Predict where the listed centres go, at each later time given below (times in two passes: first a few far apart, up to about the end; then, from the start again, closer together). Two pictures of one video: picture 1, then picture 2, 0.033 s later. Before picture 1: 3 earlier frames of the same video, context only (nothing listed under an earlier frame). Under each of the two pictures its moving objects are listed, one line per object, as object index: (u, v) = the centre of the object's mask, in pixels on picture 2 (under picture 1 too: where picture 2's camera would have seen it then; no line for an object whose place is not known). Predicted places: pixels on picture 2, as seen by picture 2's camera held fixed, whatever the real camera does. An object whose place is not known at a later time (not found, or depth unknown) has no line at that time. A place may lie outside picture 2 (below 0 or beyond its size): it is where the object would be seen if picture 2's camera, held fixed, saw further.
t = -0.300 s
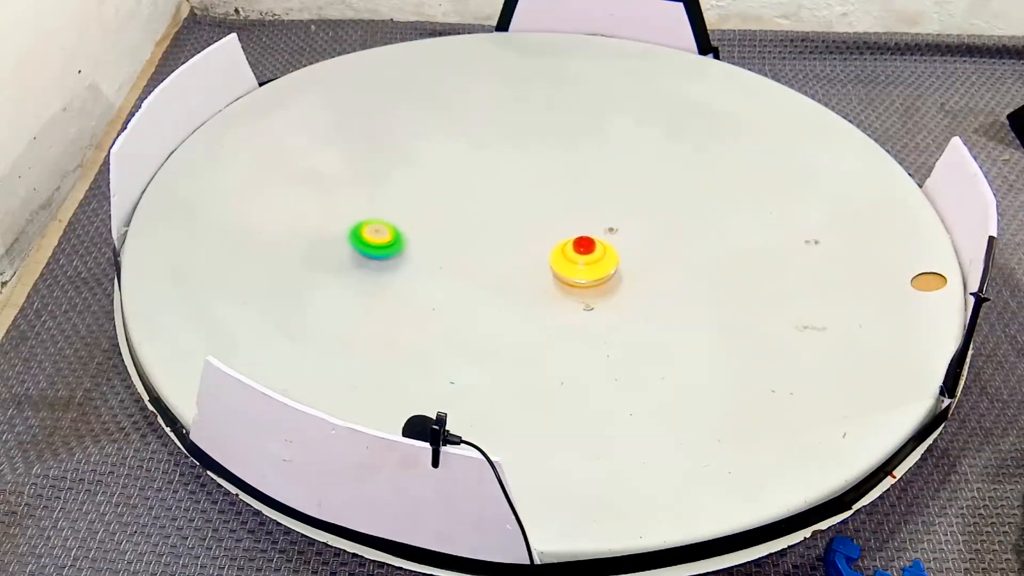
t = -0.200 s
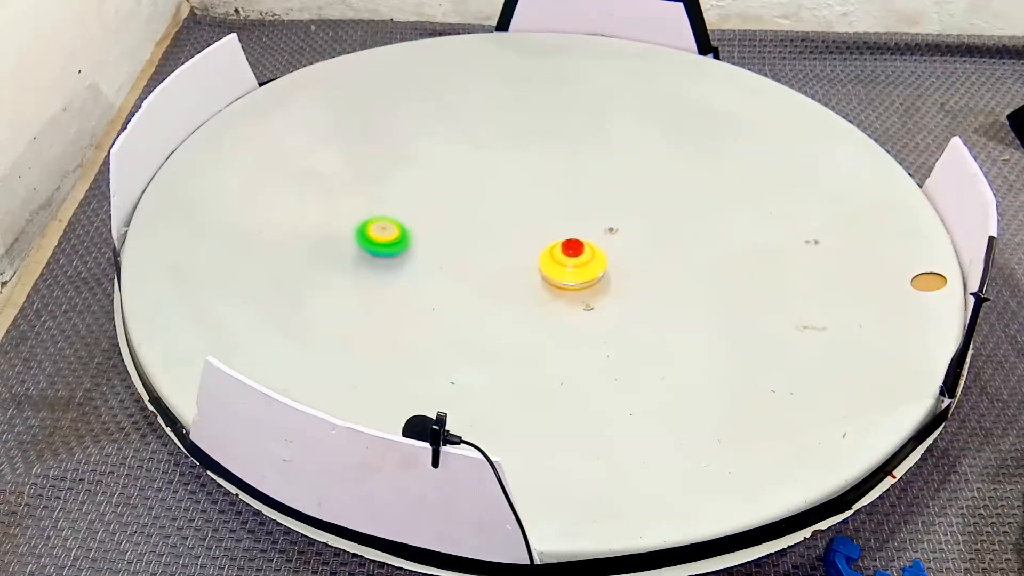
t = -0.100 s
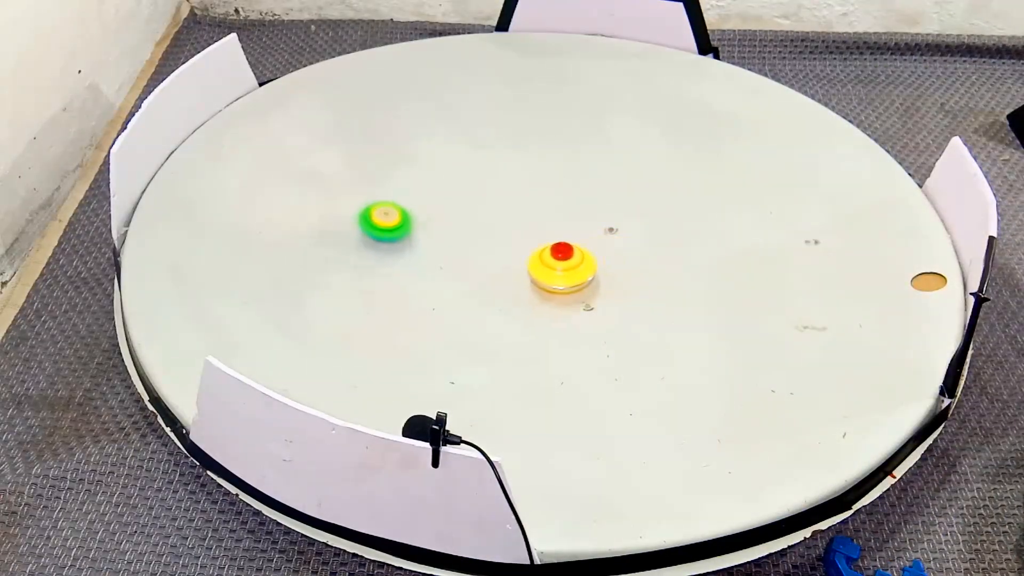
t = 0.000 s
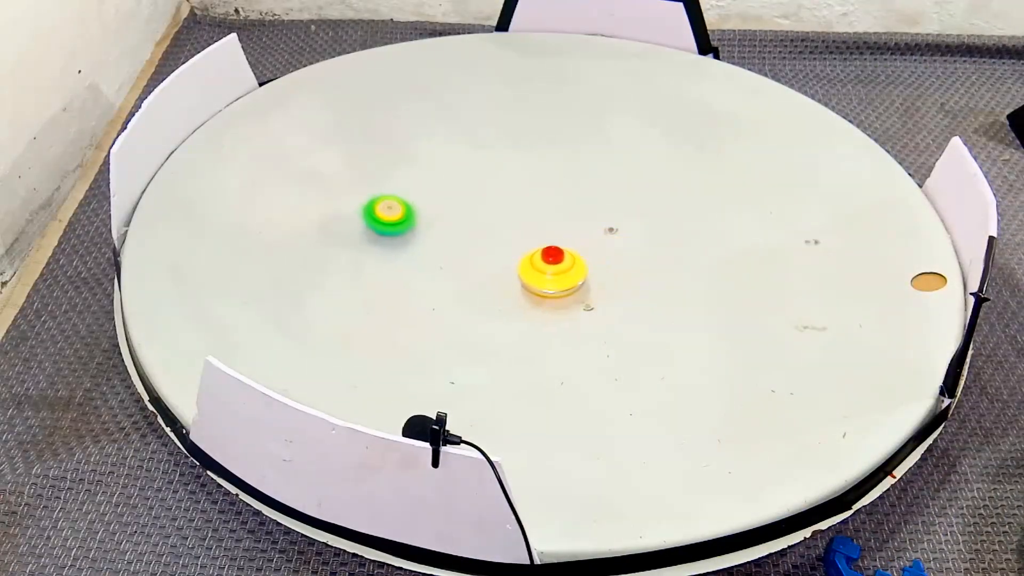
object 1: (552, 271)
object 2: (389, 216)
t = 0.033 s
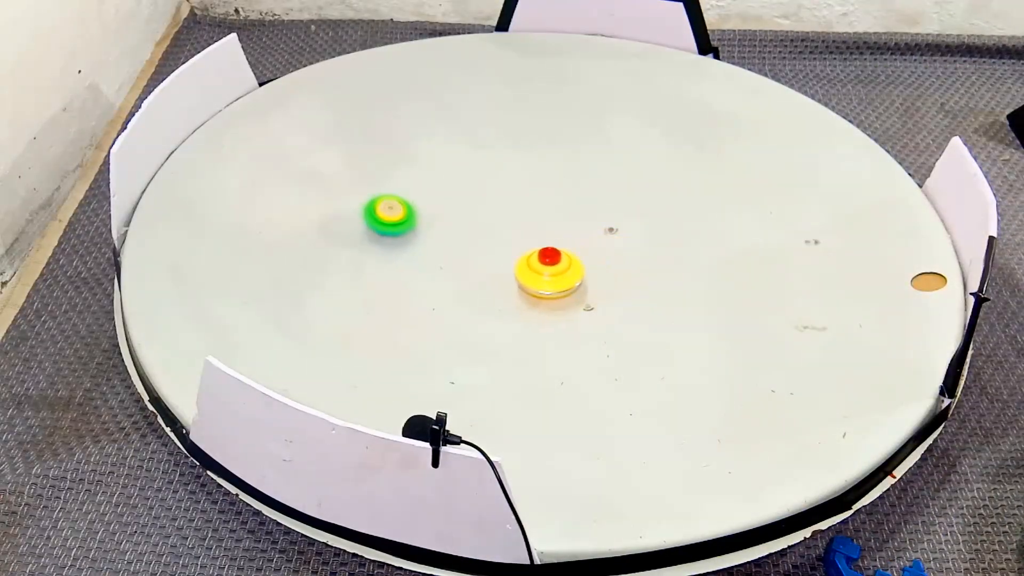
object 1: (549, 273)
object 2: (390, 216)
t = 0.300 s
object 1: (525, 278)
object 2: (407, 206)
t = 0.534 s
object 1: (502, 274)
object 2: (471, 194)
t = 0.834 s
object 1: (477, 266)
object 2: (497, 189)
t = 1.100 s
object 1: (460, 254)
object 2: (521, 177)
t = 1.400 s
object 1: (450, 237)
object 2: (549, 203)
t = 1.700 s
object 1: (446, 221)
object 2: (542, 220)
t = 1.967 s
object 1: (449, 209)
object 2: (537, 226)
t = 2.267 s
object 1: (462, 198)
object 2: (530, 234)
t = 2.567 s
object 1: (479, 192)
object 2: (522, 236)
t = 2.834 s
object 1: (496, 189)
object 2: (521, 245)
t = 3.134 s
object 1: (503, 178)
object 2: (535, 265)
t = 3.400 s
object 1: (512, 180)
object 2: (565, 266)
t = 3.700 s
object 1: (523, 196)
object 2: (531, 271)
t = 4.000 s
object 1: (546, 201)
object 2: (524, 264)
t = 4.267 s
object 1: (563, 196)
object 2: (485, 275)
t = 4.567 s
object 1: (566, 202)
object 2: (501, 254)
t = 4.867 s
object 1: (567, 220)
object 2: (508, 254)
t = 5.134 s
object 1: (567, 236)
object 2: (504, 254)
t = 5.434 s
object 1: (563, 253)
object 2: (497, 257)
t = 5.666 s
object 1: (556, 264)
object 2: (489, 260)
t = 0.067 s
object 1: (546, 274)
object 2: (390, 216)
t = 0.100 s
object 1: (544, 275)
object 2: (389, 217)
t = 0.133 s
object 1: (541, 275)
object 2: (387, 217)
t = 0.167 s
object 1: (538, 276)
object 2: (387, 215)
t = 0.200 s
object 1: (535, 277)
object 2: (390, 214)
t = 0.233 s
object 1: (531, 277)
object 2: (394, 211)
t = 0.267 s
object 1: (528, 277)
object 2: (400, 210)
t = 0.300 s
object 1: (525, 278)
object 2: (407, 206)
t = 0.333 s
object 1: (521, 277)
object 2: (416, 205)
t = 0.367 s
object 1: (518, 277)
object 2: (424, 203)
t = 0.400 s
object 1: (514, 277)
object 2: (435, 202)
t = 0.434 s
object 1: (511, 277)
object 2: (444, 200)
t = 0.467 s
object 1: (508, 276)
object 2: (452, 198)
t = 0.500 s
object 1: (505, 275)
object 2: (462, 195)
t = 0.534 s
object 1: (502, 274)
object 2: (471, 194)
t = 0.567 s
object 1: (499, 274)
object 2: (480, 193)
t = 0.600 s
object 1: (496, 273)
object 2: (487, 192)
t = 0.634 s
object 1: (493, 272)
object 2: (492, 191)
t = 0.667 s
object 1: (490, 271)
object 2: (495, 191)
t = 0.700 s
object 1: (487, 271)
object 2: (497, 191)
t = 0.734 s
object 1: (484, 269)
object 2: (498, 191)
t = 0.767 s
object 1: (482, 268)
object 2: (498, 191)
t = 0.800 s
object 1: (479, 267)
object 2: (498, 190)
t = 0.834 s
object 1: (477, 266)
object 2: (497, 189)
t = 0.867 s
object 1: (474, 264)
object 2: (497, 188)
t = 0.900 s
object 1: (472, 263)
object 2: (497, 186)
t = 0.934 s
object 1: (470, 262)
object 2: (497, 184)
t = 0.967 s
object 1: (468, 260)
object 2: (501, 182)
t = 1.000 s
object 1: (466, 258)
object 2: (506, 181)
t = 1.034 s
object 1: (464, 257)
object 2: (512, 180)
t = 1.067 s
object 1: (462, 255)
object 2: (517, 177)
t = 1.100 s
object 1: (460, 254)
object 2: (521, 177)
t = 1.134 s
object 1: (459, 252)
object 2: (528, 179)
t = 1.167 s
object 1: (457, 250)
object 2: (533, 183)
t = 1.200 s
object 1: (456, 248)
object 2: (537, 186)
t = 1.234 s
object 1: (454, 247)
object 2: (541, 189)
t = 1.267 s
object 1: (453, 245)
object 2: (544, 192)
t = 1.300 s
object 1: (452, 243)
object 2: (546, 195)
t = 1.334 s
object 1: (451, 241)
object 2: (548, 198)
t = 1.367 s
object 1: (450, 239)
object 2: (549, 200)
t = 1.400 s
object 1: (450, 237)
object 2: (549, 203)
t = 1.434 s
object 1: (449, 236)
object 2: (549, 205)
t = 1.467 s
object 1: (448, 234)
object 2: (549, 208)
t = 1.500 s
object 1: (448, 232)
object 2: (549, 210)
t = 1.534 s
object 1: (447, 230)
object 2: (549, 212)
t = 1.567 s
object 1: (447, 228)
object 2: (547, 215)
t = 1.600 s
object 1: (447, 227)
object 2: (546, 217)
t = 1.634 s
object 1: (446, 225)
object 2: (545, 218)
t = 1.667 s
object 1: (446, 223)
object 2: (543, 219)
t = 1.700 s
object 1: (446, 221)
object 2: (542, 220)
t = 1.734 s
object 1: (446, 220)
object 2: (541, 221)
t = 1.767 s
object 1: (446, 218)
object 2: (540, 222)
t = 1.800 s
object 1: (447, 216)
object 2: (539, 223)
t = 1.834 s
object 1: (447, 214)
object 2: (539, 223)
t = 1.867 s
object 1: (448, 213)
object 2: (538, 224)
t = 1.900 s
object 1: (448, 211)
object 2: (538, 225)
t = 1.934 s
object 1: (449, 210)
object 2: (537, 225)
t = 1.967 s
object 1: (449, 209)
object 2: (537, 226)
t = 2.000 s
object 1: (451, 207)
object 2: (537, 227)
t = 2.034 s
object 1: (452, 206)
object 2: (536, 228)
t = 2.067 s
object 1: (454, 205)
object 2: (535, 229)
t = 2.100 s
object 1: (455, 203)
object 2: (535, 230)
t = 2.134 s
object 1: (456, 202)
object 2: (534, 231)
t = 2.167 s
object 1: (457, 201)
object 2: (533, 232)
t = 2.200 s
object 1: (459, 200)
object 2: (532, 232)
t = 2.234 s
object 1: (460, 199)
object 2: (531, 233)
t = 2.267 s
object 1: (462, 198)
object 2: (530, 234)
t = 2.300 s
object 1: (463, 197)
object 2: (528, 234)
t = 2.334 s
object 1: (466, 196)
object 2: (528, 234)
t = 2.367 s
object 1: (468, 195)
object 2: (527, 235)
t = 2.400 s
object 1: (470, 194)
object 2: (526, 235)
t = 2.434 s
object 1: (471, 194)
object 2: (525, 235)
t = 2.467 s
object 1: (473, 193)
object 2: (525, 235)
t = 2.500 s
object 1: (475, 193)
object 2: (524, 235)
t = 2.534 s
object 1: (477, 192)
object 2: (523, 236)
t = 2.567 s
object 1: (479, 192)
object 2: (522, 236)
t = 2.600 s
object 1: (481, 192)
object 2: (522, 236)
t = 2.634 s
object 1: (483, 192)
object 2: (522, 236)
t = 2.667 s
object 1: (486, 192)
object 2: (521, 235)
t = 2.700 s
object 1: (488, 192)
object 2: (521, 236)
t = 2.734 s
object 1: (490, 192)
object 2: (520, 236)
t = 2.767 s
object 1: (493, 193)
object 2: (519, 236)
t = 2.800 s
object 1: (495, 193)
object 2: (519, 236)
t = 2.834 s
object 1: (496, 189)
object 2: (521, 245)
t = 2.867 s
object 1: (497, 186)
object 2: (525, 254)
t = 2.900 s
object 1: (498, 184)
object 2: (526, 261)
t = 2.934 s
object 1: (499, 183)
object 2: (527, 264)
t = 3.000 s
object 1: (500, 181)
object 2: (528, 266)
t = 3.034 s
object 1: (501, 180)
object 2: (529, 267)
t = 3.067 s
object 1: (502, 179)
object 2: (530, 267)
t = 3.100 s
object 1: (503, 179)
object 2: (532, 266)
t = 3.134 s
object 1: (503, 178)
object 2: (535, 265)
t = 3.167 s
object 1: (505, 178)
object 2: (538, 264)
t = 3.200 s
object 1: (506, 177)
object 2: (541, 262)
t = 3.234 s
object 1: (507, 177)
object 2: (546, 261)
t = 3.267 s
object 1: (508, 177)
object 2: (552, 261)
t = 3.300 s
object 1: (509, 178)
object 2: (556, 261)
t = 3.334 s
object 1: (510, 179)
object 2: (562, 262)
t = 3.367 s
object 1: (512, 180)
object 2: (564, 264)
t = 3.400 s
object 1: (512, 180)
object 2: (565, 266)
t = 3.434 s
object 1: (513, 182)
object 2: (564, 267)
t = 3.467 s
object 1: (514, 183)
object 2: (562, 269)
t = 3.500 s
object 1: (515, 185)
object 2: (559, 270)
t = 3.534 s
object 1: (517, 187)
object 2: (557, 272)
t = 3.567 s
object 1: (518, 188)
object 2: (554, 272)
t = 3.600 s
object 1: (519, 190)
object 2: (549, 273)
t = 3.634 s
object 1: (521, 192)
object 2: (544, 273)
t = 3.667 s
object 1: (522, 194)
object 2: (538, 272)
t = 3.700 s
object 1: (523, 196)
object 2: (531, 271)
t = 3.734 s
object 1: (525, 198)
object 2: (525, 269)
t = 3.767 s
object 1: (526, 200)
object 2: (521, 265)
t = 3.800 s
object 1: (528, 201)
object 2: (519, 261)
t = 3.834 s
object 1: (529, 203)
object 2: (518, 256)
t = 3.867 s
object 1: (531, 205)
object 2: (519, 251)
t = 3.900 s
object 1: (533, 206)
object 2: (521, 247)
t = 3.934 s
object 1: (536, 205)
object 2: (525, 250)
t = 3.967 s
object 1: (541, 203)
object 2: (525, 256)
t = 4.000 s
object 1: (546, 201)
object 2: (524, 264)
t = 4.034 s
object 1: (550, 199)
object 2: (522, 271)
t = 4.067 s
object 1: (553, 198)
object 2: (518, 275)
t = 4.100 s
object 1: (555, 198)
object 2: (513, 279)
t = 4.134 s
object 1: (557, 197)
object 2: (509, 281)
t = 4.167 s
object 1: (559, 197)
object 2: (502, 282)
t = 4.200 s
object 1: (560, 196)
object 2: (494, 282)
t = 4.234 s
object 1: (562, 196)
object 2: (489, 281)
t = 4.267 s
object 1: (563, 196)
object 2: (485, 275)
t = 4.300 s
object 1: (564, 196)
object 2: (480, 273)
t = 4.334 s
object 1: (565, 196)
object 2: (480, 270)
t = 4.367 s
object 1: (565, 196)
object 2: (481, 264)
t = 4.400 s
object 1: (566, 196)
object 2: (483, 262)
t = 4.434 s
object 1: (566, 197)
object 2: (489, 257)
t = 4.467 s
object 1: (566, 198)
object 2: (492, 254)
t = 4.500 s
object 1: (566, 199)
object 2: (493, 255)
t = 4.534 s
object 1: (566, 201)
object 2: (499, 253)
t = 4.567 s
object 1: (566, 202)
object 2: (501, 254)
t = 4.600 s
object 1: (566, 204)
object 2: (504, 253)
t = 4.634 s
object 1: (566, 205)
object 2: (506, 252)
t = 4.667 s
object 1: (567, 207)
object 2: (508, 253)
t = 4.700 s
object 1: (567, 210)
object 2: (510, 254)
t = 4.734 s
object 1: (567, 211)
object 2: (509, 255)
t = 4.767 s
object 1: (567, 214)
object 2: (511, 254)
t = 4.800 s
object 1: (567, 216)
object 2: (511, 252)
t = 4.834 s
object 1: (567, 218)
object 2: (510, 253)
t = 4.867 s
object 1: (567, 220)
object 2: (508, 254)
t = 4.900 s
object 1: (567, 222)
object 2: (508, 254)
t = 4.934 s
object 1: (567, 224)
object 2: (508, 255)
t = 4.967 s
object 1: (568, 227)
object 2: (507, 254)
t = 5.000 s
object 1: (568, 228)
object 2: (508, 255)
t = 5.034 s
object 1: (568, 231)
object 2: (507, 255)
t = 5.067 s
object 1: (567, 233)
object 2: (506, 254)
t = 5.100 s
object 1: (567, 235)
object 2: (506, 255)
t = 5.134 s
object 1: (567, 236)
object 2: (504, 254)
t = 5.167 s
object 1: (566, 238)
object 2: (506, 256)
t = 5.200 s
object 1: (566, 240)
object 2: (506, 256)
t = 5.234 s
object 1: (566, 242)
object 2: (506, 257)
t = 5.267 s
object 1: (565, 244)
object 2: (505, 257)
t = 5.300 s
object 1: (565, 245)
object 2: (502, 258)
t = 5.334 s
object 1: (565, 247)
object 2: (501, 258)
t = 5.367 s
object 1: (564, 249)
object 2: (498, 258)
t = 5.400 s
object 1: (564, 251)
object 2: (497, 258)
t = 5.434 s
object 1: (563, 253)
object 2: (497, 257)
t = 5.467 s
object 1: (562, 255)
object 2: (498, 256)
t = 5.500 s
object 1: (561, 256)
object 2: (498, 257)
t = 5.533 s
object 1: (560, 258)
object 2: (497, 257)
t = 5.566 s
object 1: (559, 260)
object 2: (496, 257)
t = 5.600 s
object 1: (558, 261)
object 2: (493, 258)
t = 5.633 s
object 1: (557, 263)
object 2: (491, 259)
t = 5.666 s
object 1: (556, 264)
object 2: (489, 260)
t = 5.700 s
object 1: (555, 266)
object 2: (489, 261)
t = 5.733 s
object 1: (554, 268)
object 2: (489, 261)
